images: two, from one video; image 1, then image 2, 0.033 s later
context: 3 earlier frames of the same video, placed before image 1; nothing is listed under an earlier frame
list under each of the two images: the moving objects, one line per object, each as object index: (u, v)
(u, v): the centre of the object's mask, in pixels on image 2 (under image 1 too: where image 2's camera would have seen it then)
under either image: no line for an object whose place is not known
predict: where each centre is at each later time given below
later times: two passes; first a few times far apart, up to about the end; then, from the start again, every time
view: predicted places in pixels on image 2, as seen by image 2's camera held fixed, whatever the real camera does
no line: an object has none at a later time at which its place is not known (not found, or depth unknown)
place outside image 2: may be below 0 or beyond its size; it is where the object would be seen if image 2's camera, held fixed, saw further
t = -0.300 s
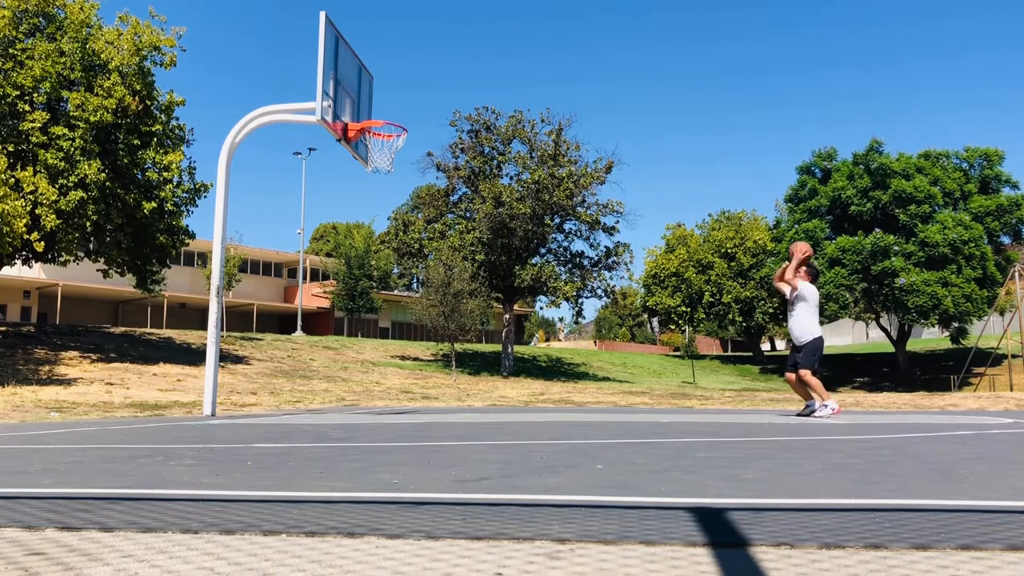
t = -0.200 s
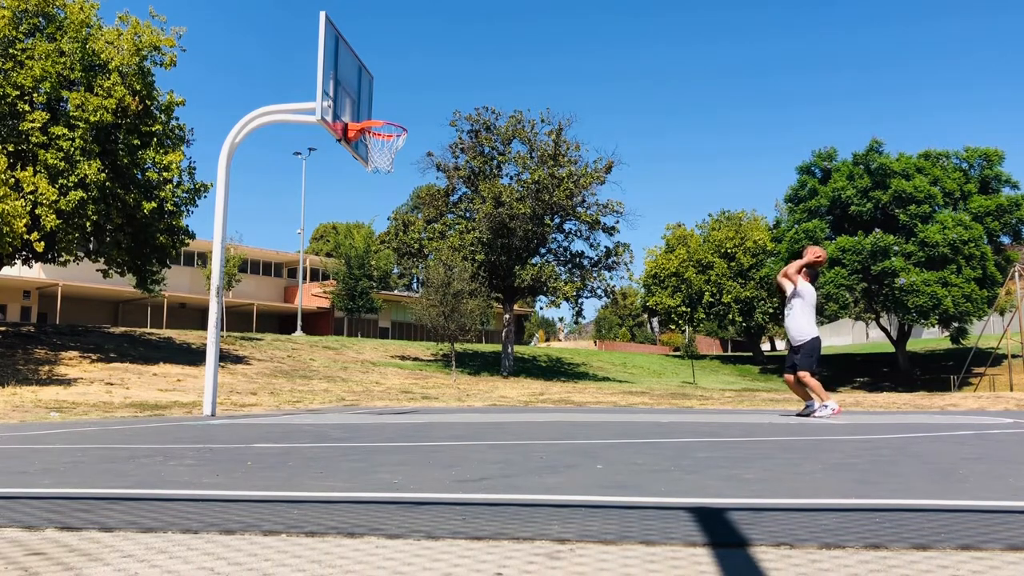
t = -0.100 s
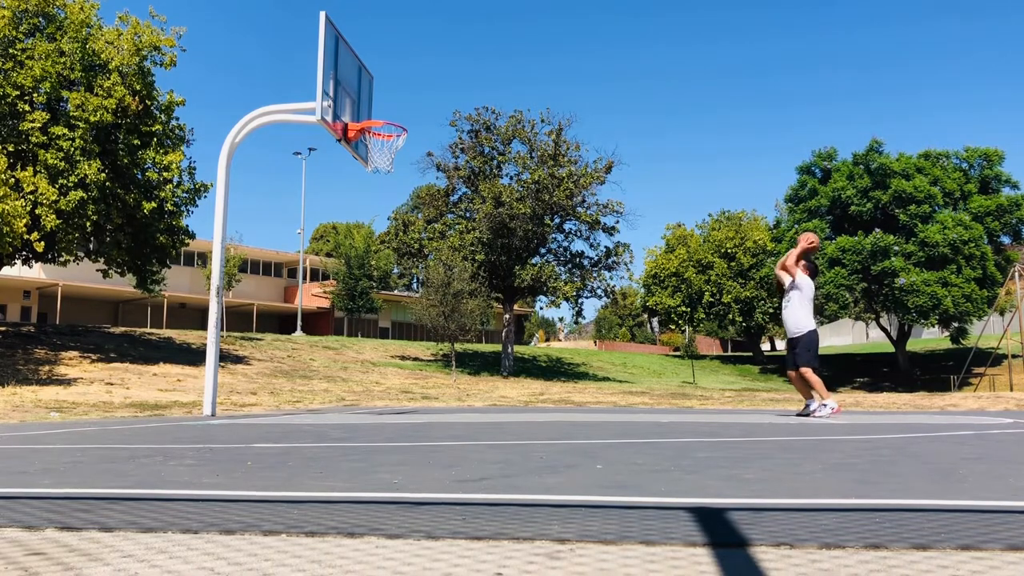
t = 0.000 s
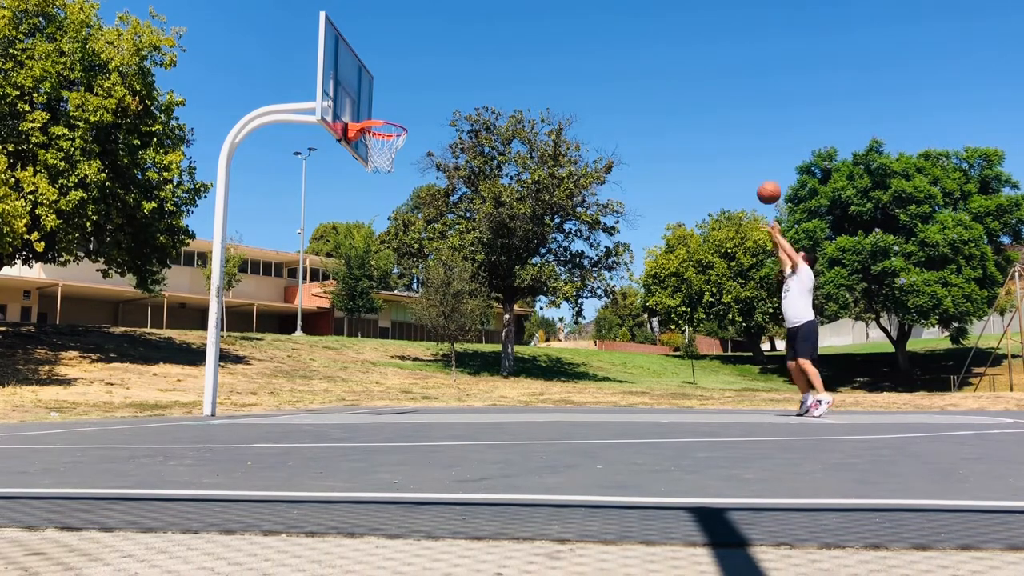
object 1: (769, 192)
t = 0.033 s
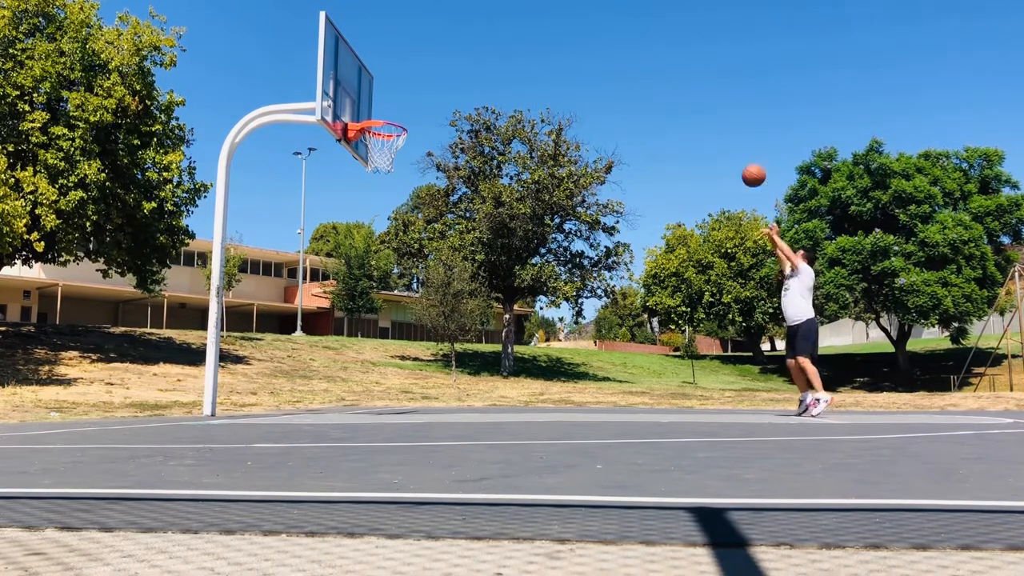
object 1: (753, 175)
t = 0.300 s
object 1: (637, 77)
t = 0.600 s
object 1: (515, 45)
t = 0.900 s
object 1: (394, 94)
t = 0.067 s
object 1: (738, 159)
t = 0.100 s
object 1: (723, 144)
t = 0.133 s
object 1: (709, 130)
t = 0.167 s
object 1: (694, 117)
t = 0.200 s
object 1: (679, 106)
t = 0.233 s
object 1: (665, 95)
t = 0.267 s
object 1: (651, 85)
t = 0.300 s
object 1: (637, 77)
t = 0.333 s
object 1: (623, 69)
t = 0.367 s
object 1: (609, 63)
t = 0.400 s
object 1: (596, 57)
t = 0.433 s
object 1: (582, 53)
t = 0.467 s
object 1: (568, 49)
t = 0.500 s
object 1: (555, 47)
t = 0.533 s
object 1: (542, 45)
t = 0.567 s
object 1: (528, 44)
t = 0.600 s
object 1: (515, 45)
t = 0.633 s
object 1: (501, 46)
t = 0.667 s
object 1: (488, 48)
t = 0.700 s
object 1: (474, 52)
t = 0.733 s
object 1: (461, 56)
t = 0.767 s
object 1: (448, 62)
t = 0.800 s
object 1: (434, 68)
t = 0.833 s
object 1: (421, 76)
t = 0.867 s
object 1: (407, 84)
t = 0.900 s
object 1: (394, 94)
